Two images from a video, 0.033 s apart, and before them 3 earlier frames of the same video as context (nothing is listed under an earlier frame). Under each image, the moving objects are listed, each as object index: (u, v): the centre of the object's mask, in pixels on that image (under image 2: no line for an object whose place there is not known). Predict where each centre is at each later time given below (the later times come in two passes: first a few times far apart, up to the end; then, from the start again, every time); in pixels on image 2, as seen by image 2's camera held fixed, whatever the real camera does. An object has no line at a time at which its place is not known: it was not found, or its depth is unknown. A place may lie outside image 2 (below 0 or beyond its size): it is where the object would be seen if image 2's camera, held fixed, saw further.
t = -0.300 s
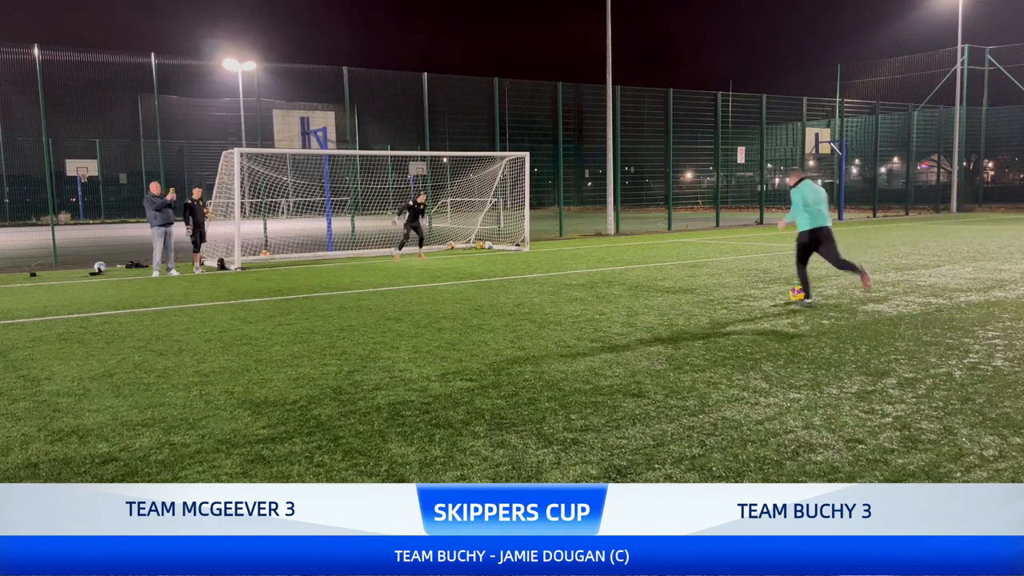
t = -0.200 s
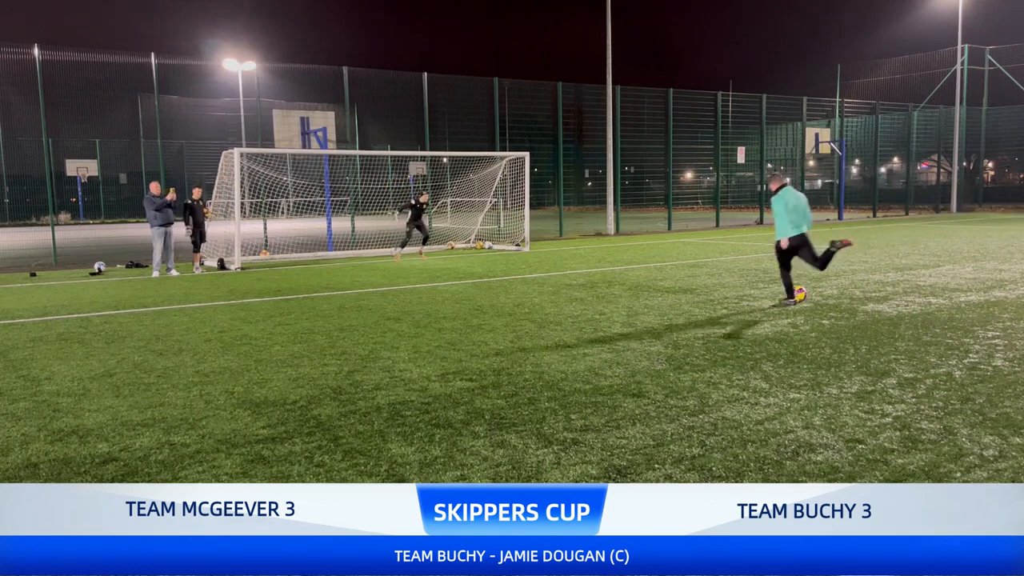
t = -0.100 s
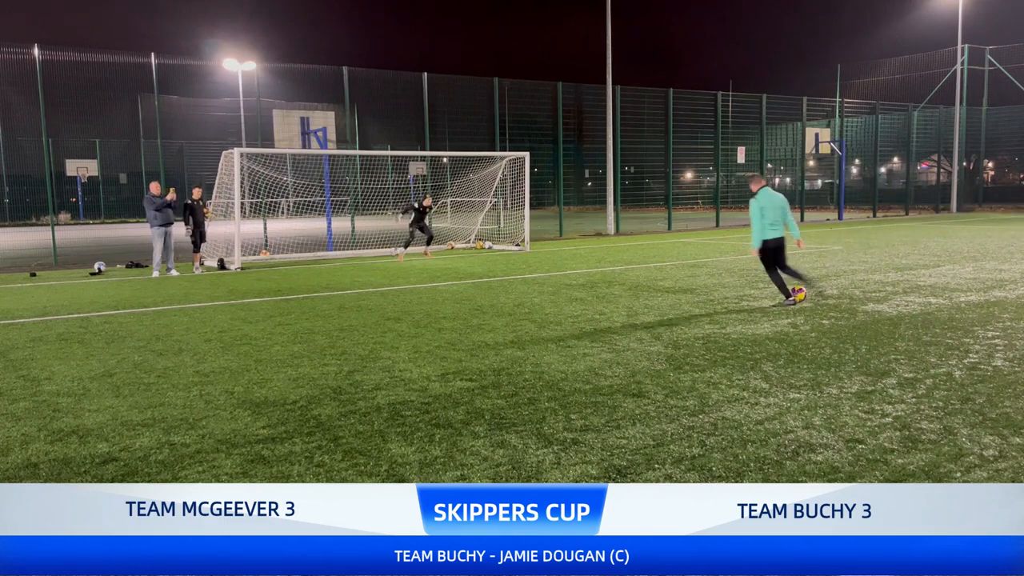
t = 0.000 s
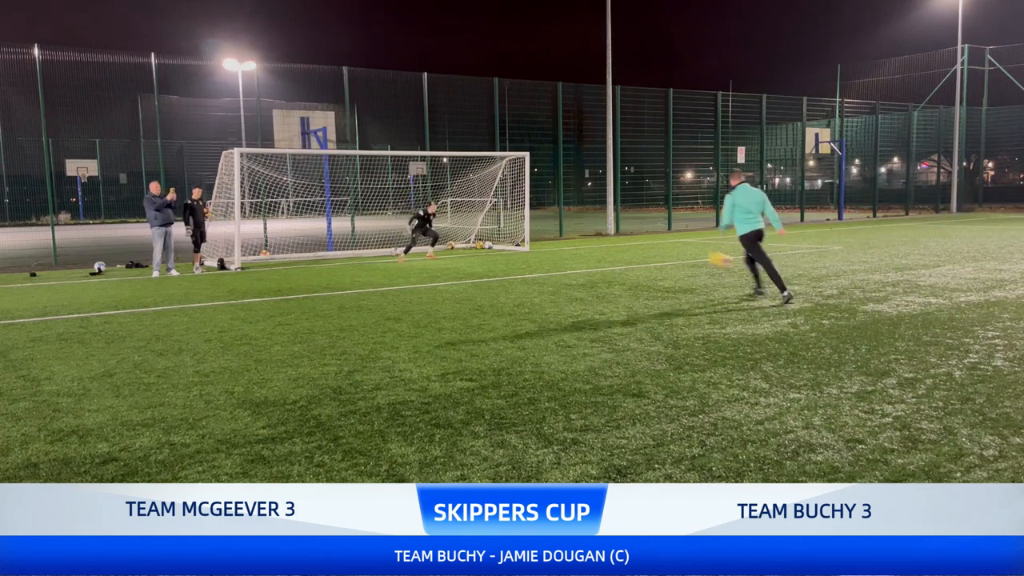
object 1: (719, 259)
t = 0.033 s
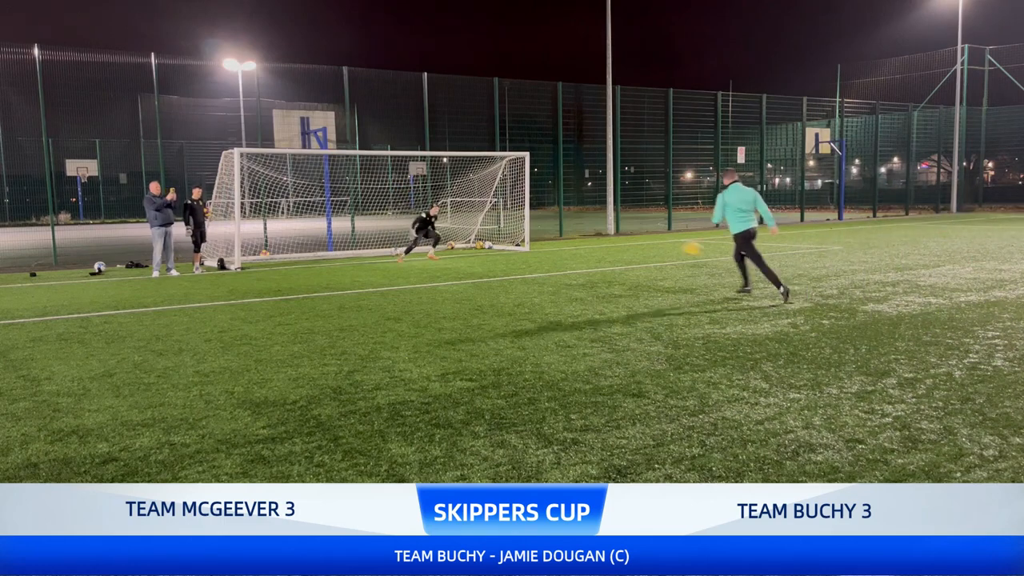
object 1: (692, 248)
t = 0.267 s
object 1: (554, 197)
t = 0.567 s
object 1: (449, 175)
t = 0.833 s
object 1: (430, 195)
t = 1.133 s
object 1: (429, 242)
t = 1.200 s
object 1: (431, 242)
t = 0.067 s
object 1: (668, 238)
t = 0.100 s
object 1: (645, 229)
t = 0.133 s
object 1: (623, 221)
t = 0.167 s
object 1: (603, 214)
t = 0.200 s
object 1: (586, 208)
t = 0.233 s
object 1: (570, 203)
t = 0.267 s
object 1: (554, 197)
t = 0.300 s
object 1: (539, 193)
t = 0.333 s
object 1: (527, 189)
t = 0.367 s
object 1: (514, 185)
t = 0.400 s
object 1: (501, 182)
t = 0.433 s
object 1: (488, 180)
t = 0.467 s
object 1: (479, 179)
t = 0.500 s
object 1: (468, 176)
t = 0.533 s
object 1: (458, 175)
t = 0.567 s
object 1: (449, 175)
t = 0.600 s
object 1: (440, 174)
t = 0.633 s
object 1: (436, 175)
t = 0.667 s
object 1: (434, 176)
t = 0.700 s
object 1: (432, 179)
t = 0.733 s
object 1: (431, 183)
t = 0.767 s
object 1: (430, 187)
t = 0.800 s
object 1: (430, 192)
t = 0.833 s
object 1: (430, 195)
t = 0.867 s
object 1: (429, 200)
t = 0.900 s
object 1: (429, 205)
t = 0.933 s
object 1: (429, 209)
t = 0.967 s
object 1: (429, 213)
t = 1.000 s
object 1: (428, 219)
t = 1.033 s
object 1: (428, 225)
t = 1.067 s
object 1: (428, 231)
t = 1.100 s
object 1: (429, 236)
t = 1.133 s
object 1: (429, 242)
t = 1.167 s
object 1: (429, 246)
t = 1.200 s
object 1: (431, 242)
